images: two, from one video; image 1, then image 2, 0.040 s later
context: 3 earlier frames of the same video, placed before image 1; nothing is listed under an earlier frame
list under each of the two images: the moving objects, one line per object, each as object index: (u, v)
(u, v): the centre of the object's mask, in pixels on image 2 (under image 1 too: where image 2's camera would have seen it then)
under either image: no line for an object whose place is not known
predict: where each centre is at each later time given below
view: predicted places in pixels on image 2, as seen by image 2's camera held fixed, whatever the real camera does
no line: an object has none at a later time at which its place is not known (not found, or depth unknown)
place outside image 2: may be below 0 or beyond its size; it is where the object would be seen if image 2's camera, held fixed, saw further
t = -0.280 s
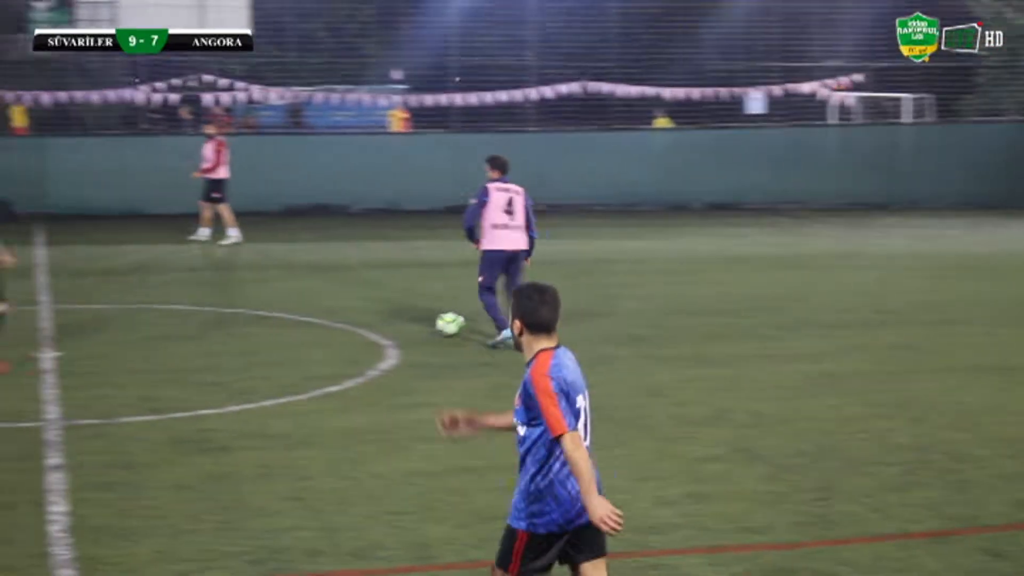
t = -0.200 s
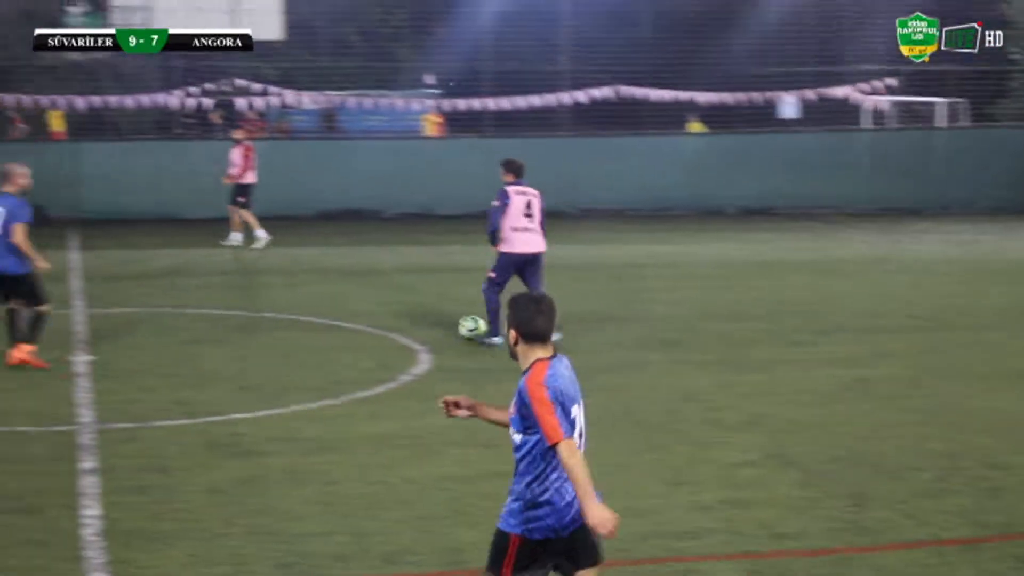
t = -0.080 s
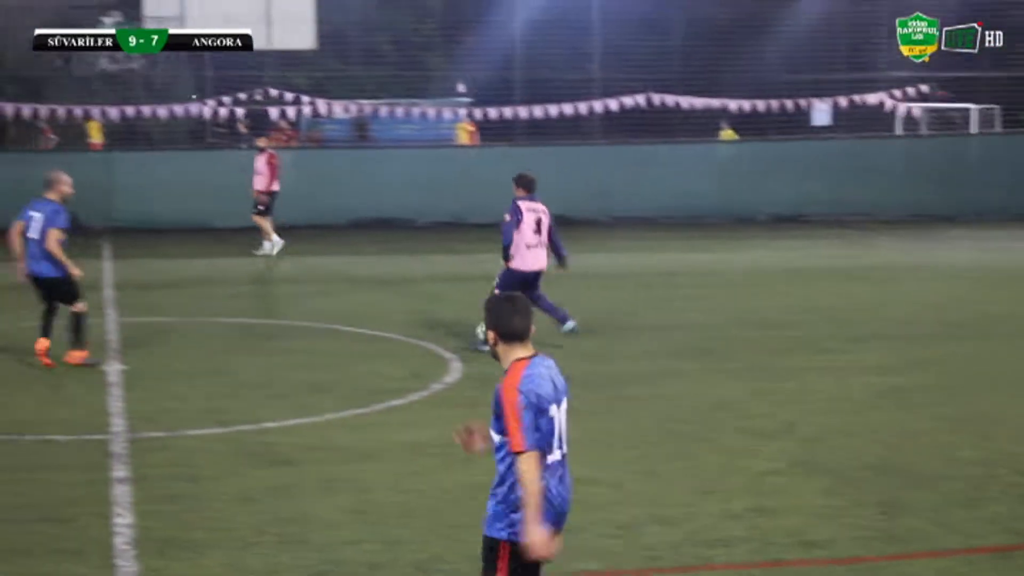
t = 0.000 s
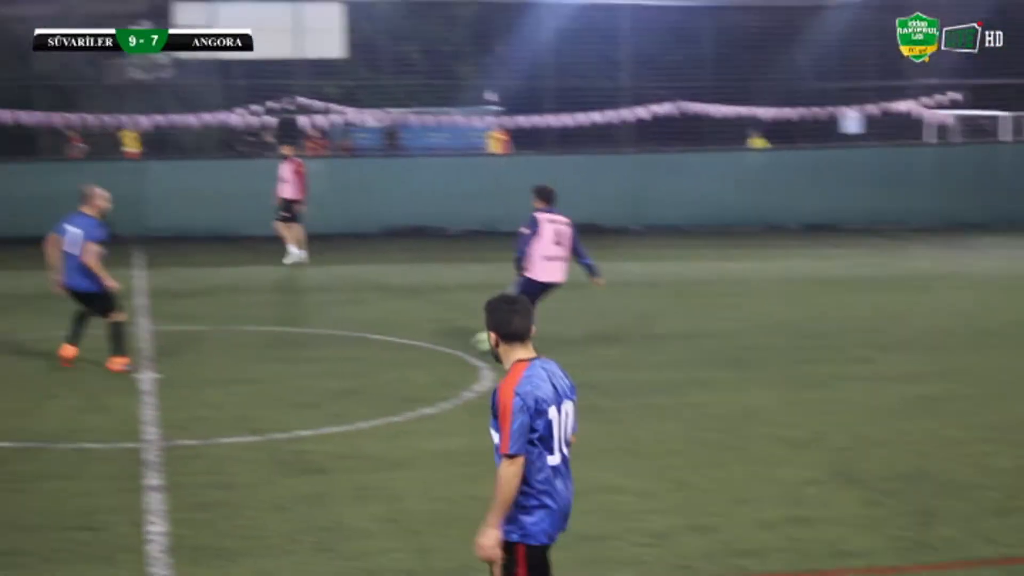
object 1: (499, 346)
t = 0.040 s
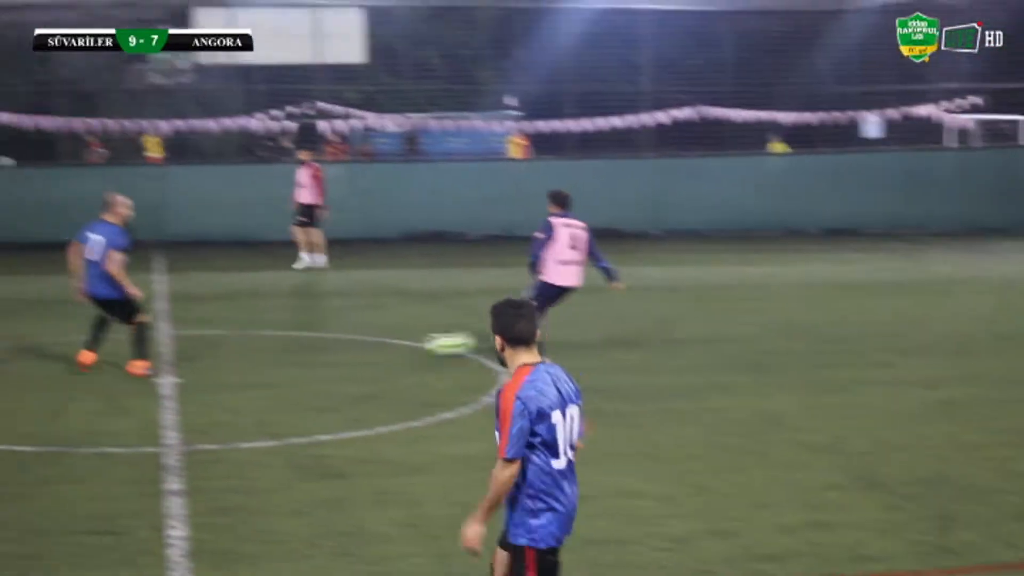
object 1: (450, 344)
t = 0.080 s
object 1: (382, 343)
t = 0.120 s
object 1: (317, 342)
